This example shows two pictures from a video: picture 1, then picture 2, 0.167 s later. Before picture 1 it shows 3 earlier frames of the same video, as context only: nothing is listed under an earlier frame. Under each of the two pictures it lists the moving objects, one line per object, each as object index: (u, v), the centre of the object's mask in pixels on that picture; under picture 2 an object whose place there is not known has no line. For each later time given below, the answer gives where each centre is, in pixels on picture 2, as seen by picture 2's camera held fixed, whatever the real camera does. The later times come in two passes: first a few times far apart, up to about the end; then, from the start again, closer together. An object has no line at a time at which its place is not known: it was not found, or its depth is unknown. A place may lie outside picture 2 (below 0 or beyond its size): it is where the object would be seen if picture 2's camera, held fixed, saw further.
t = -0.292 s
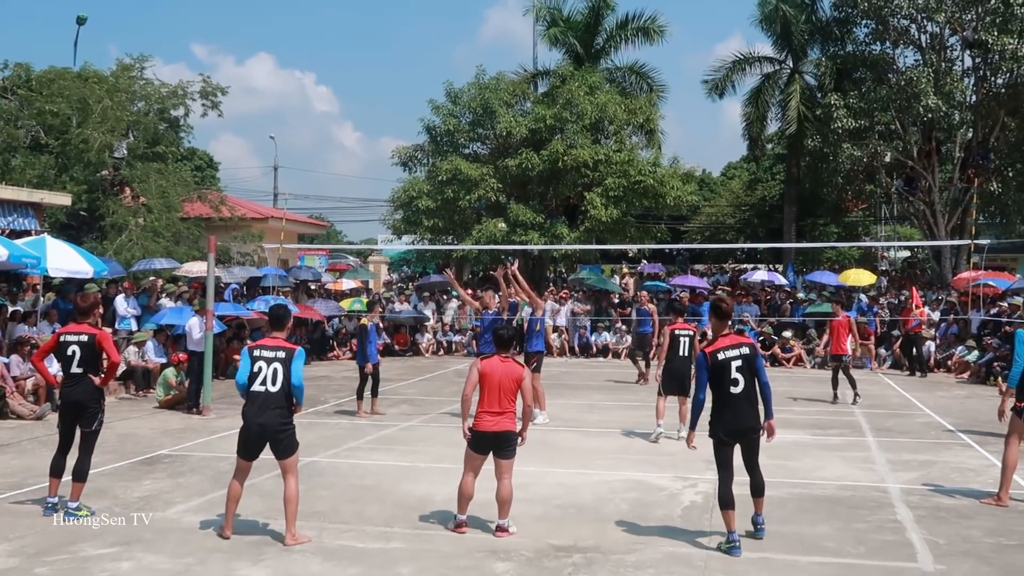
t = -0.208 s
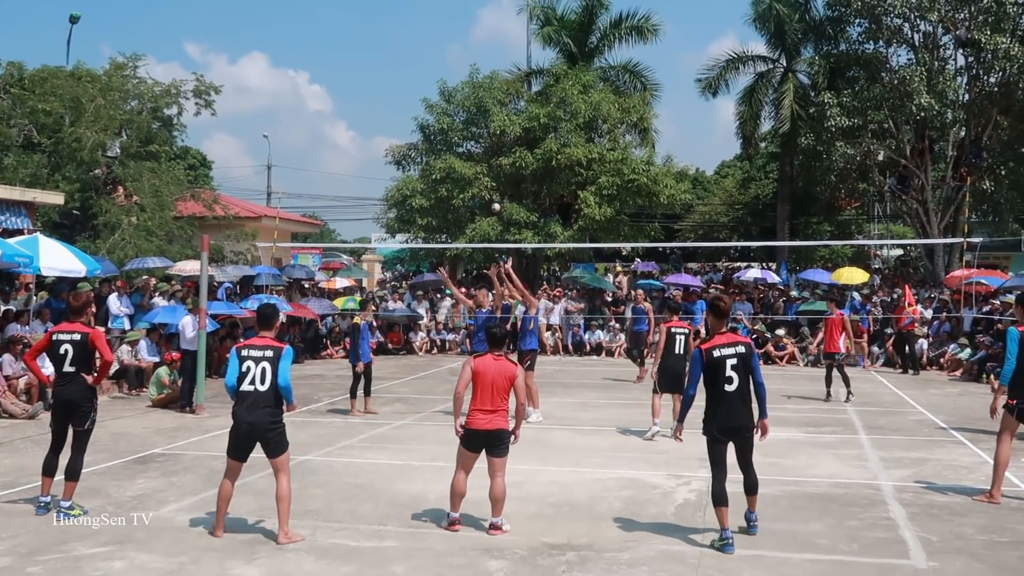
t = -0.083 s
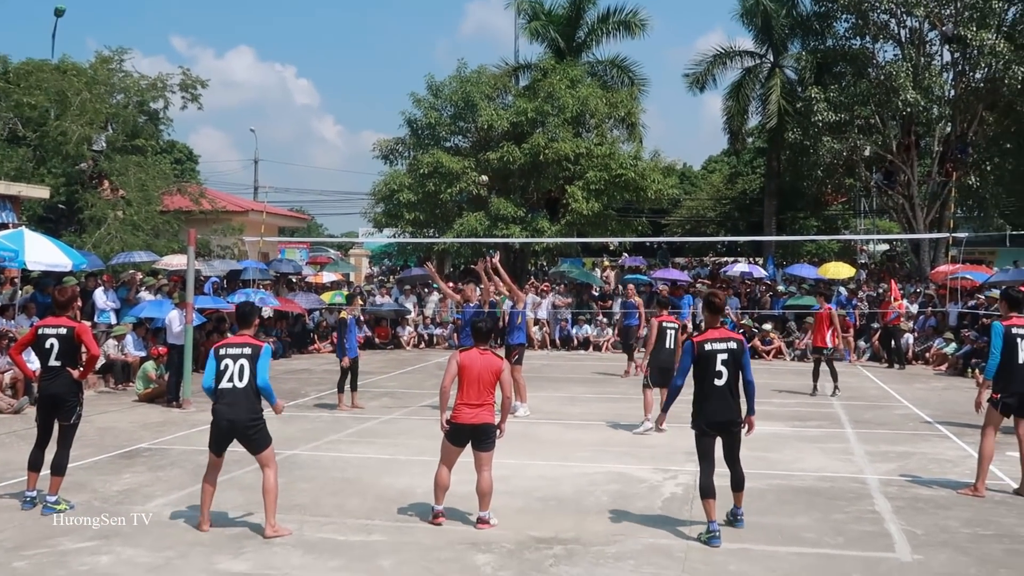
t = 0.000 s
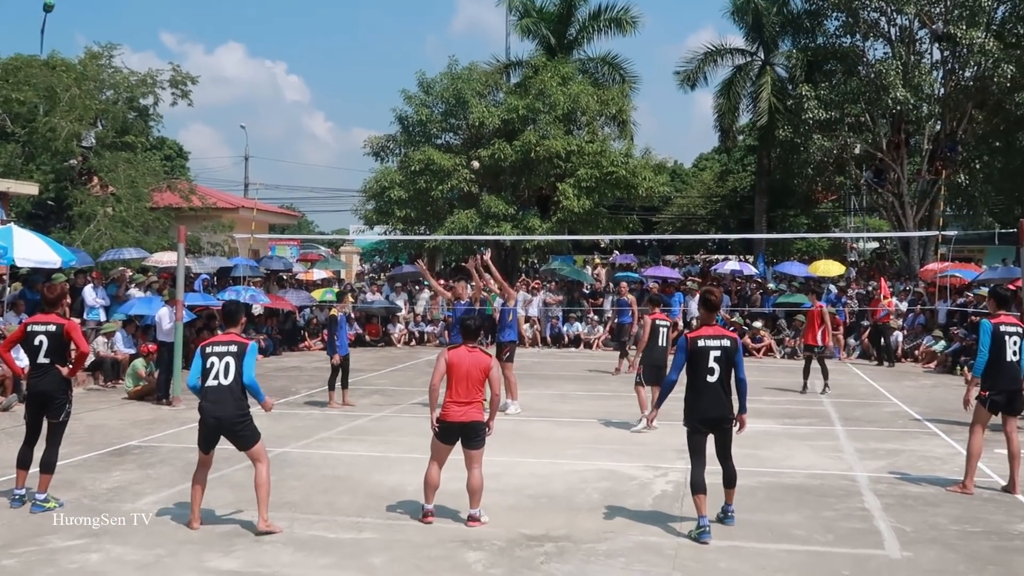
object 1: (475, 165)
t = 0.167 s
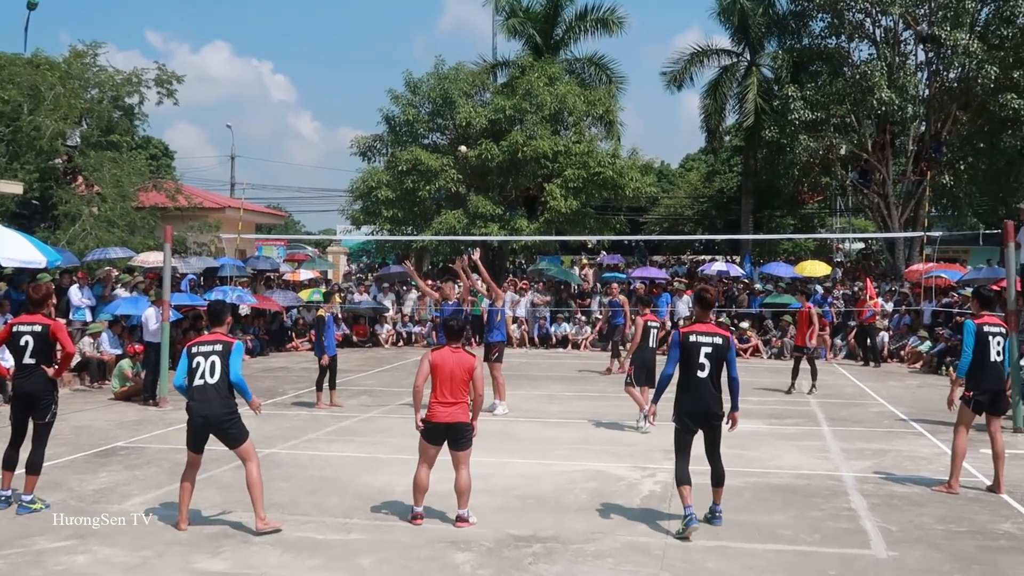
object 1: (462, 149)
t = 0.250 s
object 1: (462, 146)
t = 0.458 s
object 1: (461, 150)
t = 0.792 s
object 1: (462, 193)
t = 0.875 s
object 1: (462, 211)
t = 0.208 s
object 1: (462, 148)
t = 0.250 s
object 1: (462, 146)
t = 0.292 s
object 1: (461, 145)
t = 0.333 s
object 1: (461, 145)
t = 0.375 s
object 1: (461, 146)
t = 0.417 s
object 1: (461, 146)
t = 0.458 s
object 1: (461, 150)
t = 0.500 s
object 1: (462, 154)
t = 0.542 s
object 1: (461, 157)
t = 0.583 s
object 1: (461, 162)
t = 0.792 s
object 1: (462, 193)
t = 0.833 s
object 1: (461, 202)
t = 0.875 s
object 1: (462, 211)
